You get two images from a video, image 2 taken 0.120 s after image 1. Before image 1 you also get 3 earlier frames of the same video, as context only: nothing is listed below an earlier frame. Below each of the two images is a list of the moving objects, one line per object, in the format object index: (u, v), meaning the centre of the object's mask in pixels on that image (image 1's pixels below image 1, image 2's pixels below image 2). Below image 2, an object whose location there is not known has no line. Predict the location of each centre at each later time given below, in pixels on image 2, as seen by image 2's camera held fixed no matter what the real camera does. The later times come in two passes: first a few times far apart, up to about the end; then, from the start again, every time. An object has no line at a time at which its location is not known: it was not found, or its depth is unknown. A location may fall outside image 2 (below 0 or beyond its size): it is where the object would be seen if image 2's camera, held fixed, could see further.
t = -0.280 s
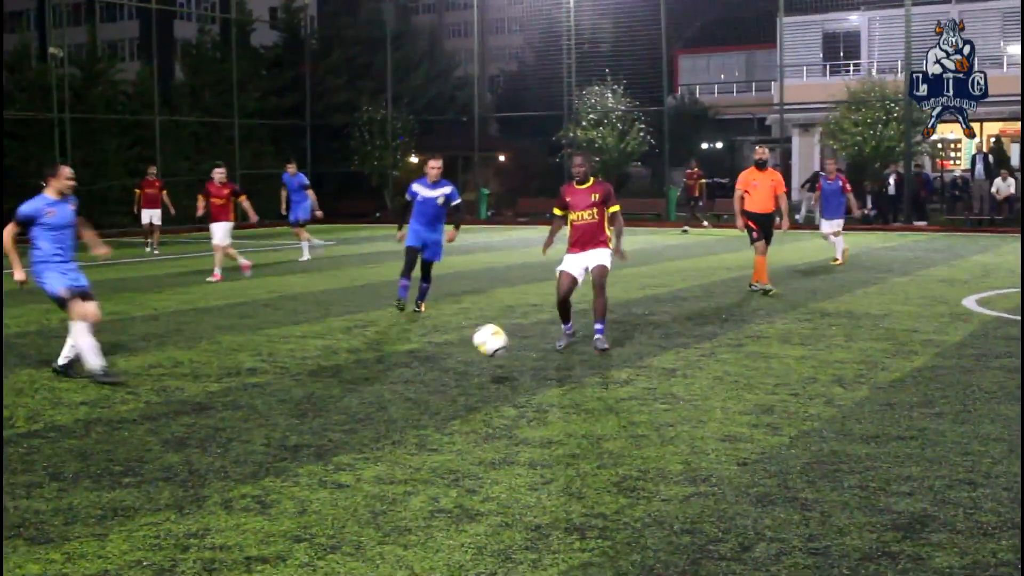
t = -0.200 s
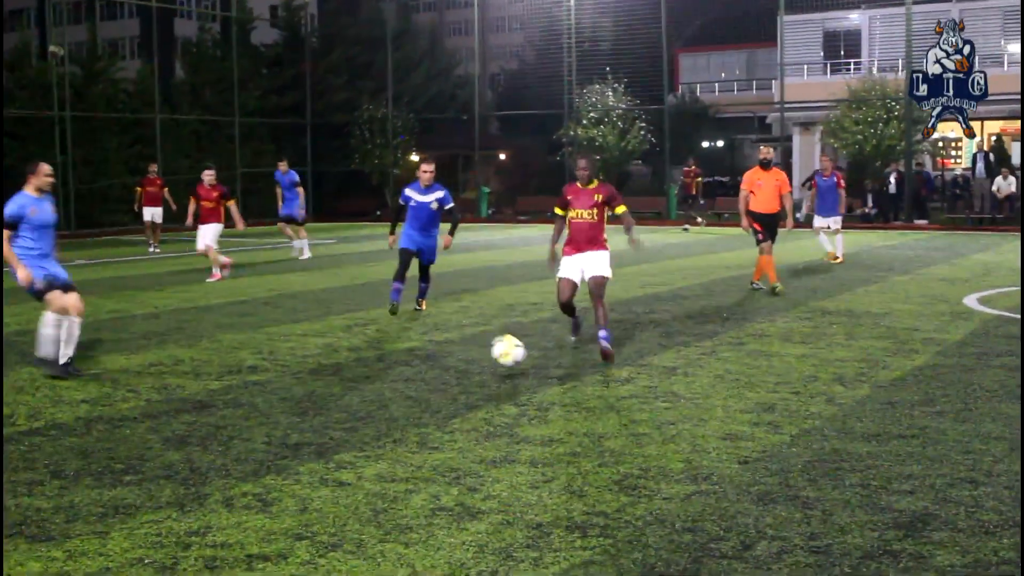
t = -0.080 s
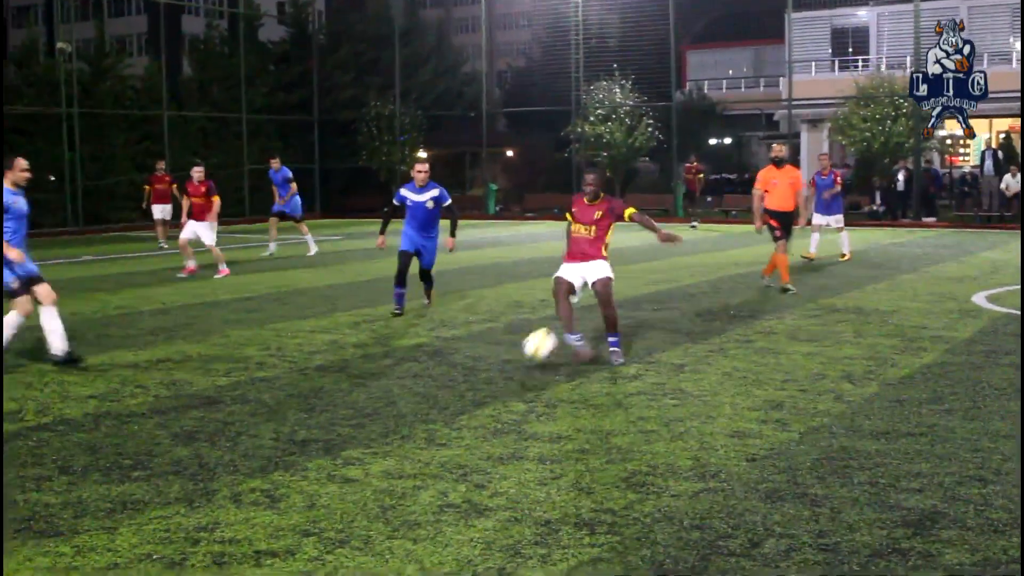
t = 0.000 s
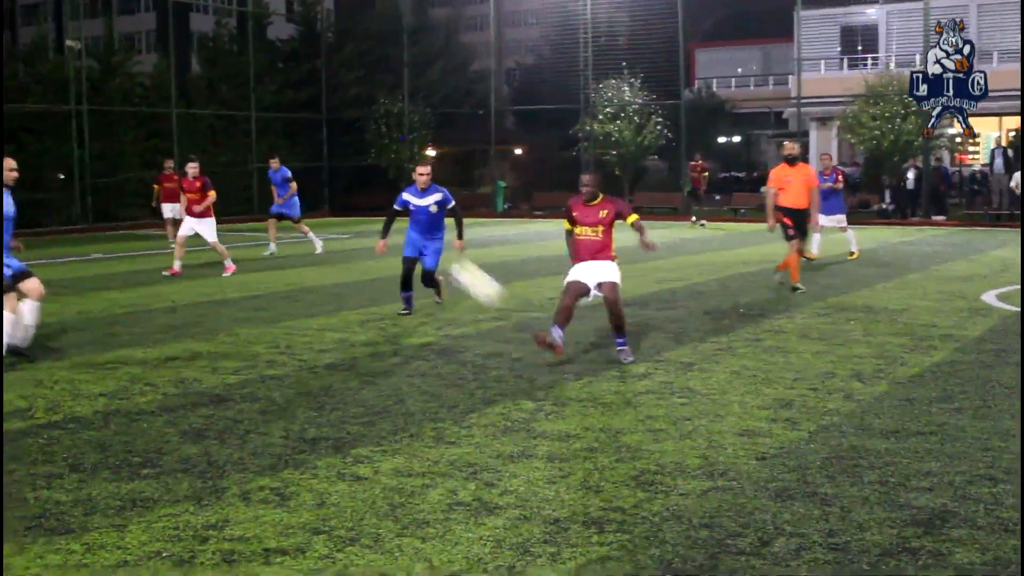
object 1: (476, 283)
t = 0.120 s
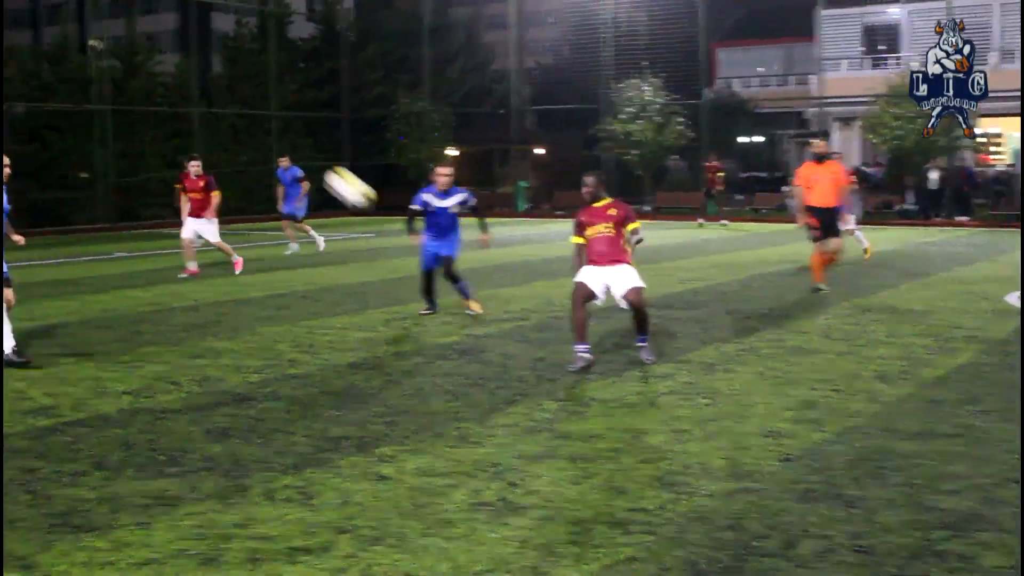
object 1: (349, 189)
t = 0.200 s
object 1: (255, 137)
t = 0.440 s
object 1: (-7, 39)
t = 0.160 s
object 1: (302, 161)
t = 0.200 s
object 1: (255, 137)
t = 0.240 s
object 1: (209, 115)
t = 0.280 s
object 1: (165, 94)
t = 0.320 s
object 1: (120, 78)
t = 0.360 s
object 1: (77, 63)
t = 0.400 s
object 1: (34, 50)
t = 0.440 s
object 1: (-7, 39)
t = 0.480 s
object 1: (-46, 30)
